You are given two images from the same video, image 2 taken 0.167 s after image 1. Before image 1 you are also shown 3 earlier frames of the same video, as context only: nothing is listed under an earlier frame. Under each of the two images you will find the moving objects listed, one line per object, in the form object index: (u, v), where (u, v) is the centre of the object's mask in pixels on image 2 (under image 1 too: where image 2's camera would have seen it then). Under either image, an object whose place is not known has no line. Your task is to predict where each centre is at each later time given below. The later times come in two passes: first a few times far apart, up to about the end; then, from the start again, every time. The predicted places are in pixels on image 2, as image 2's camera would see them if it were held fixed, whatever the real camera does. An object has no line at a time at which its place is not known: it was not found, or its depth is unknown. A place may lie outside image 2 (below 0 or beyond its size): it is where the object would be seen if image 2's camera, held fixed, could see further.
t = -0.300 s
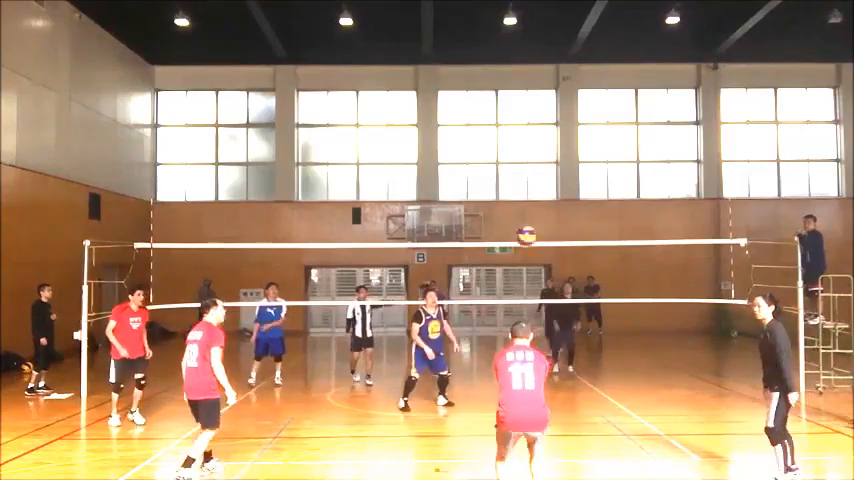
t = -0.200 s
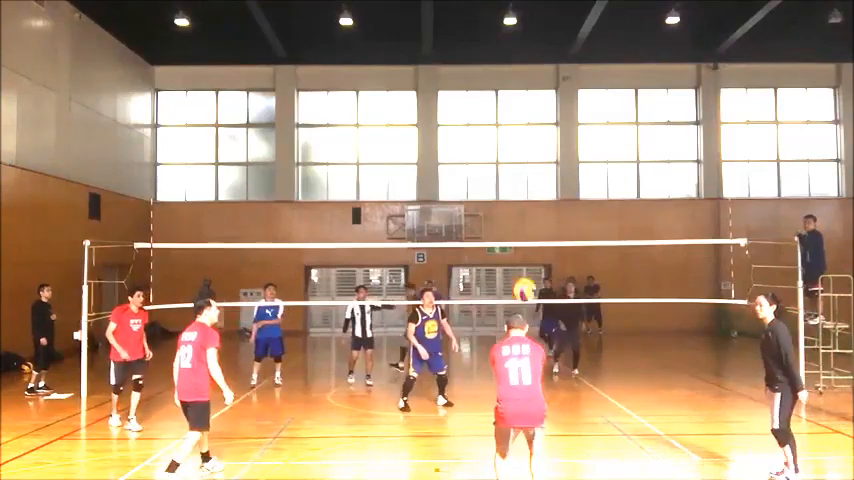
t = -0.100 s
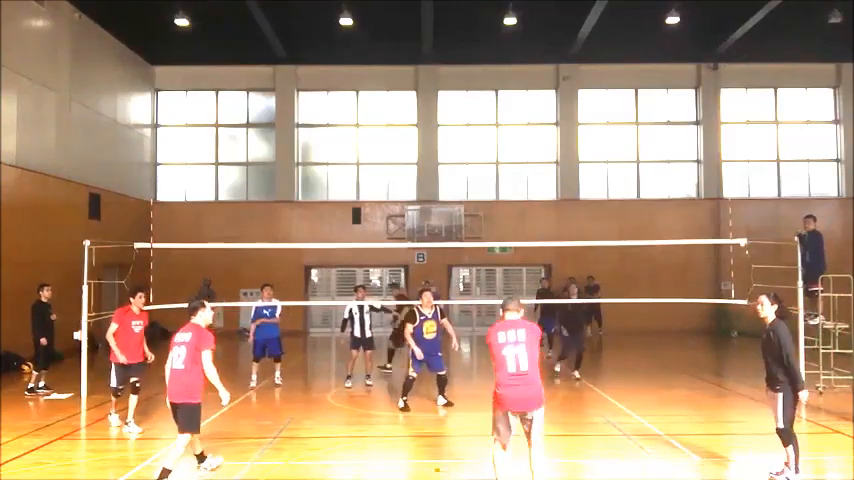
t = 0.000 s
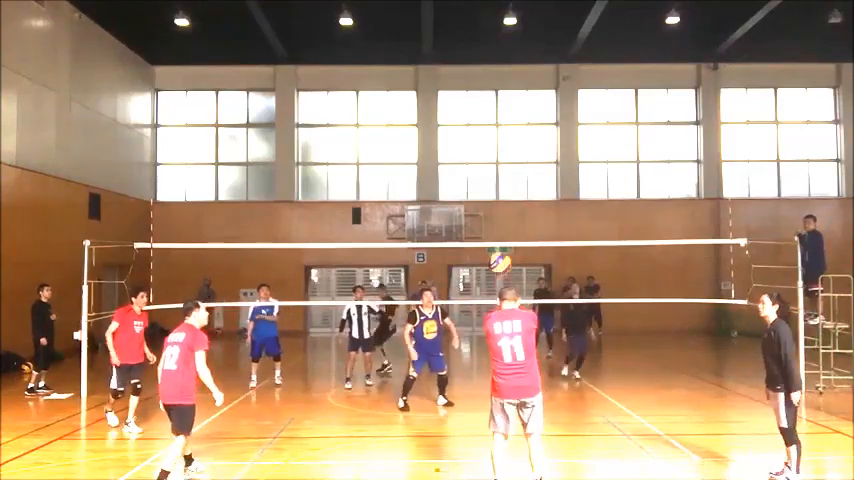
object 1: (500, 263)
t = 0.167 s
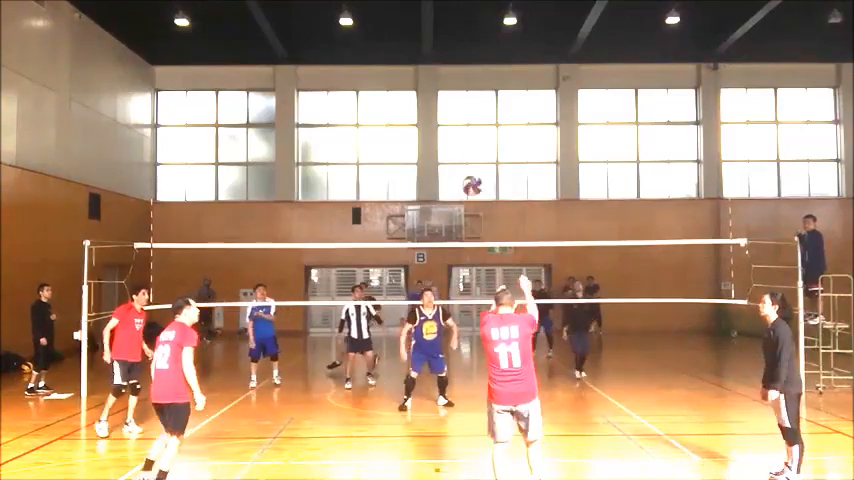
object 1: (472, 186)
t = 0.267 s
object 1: (459, 157)
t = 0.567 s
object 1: (427, 134)
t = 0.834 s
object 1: (404, 176)
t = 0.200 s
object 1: (467, 174)
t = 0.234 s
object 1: (463, 165)
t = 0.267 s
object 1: (459, 157)
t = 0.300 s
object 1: (454, 150)
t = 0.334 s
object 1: (451, 144)
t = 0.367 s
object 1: (446, 140)
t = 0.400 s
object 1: (443, 135)
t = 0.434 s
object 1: (439, 134)
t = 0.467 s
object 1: (436, 133)
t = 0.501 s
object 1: (433, 132)
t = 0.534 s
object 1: (430, 133)
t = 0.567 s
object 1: (427, 134)
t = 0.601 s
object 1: (424, 137)
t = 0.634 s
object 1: (421, 140)
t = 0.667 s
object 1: (419, 144)
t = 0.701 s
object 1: (416, 150)
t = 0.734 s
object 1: (413, 155)
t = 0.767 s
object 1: (410, 162)
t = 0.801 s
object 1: (406, 170)
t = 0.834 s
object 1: (404, 176)
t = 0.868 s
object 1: (401, 184)
